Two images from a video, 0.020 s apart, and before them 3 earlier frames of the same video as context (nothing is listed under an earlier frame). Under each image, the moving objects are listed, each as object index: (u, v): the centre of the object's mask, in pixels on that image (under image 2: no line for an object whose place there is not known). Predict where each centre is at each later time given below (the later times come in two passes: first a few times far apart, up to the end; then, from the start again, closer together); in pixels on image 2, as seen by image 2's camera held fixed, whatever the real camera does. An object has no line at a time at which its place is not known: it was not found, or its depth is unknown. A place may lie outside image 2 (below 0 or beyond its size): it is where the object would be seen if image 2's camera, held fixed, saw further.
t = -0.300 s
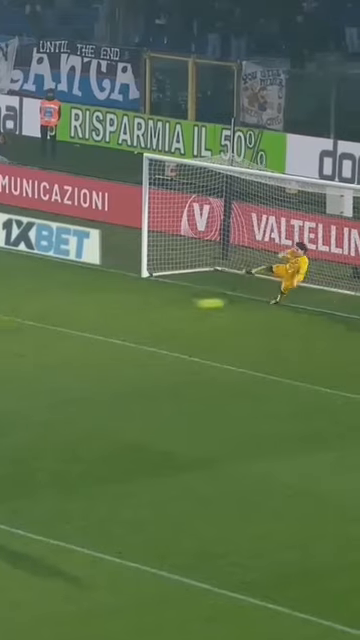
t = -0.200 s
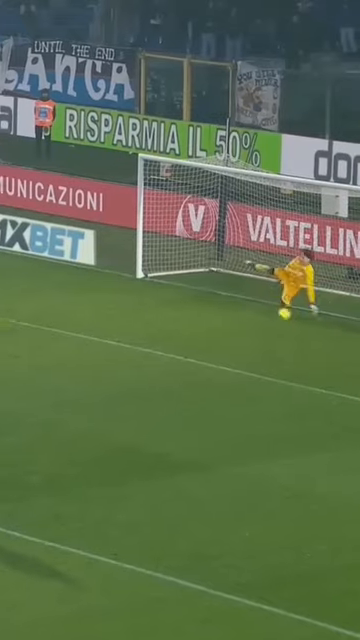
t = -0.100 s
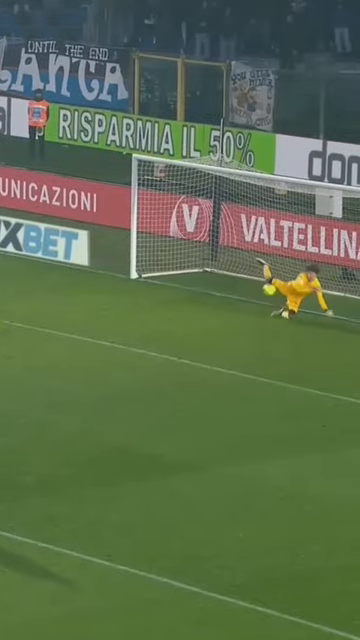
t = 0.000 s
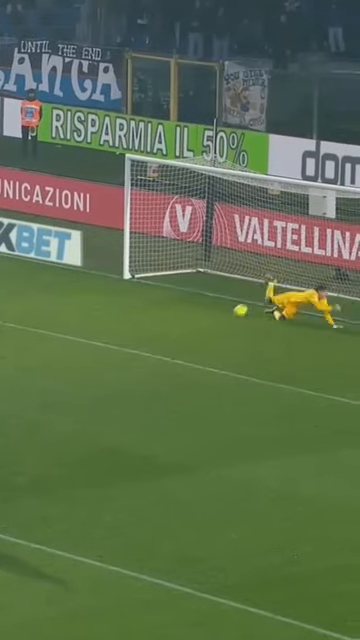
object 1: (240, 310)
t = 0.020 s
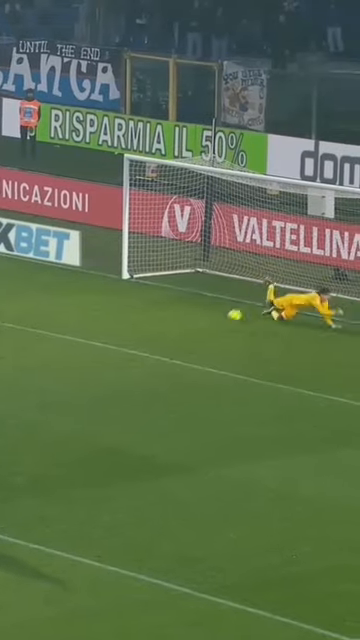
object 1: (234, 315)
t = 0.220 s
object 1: (207, 297)
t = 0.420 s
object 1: (179, 297)
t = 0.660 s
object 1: (145, 323)
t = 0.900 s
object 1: (126, 318)
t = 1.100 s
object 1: (112, 327)
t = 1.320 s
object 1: (101, 330)
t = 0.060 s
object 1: (229, 310)
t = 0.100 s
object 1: (223, 306)
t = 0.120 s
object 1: (221, 304)
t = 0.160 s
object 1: (215, 301)
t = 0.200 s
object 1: (210, 298)
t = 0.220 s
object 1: (207, 297)
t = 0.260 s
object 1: (201, 295)
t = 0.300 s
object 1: (196, 294)
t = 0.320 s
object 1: (193, 294)
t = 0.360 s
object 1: (187, 295)
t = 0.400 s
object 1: (182, 296)
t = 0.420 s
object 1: (179, 297)
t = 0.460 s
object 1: (173, 299)
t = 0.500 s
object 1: (168, 303)
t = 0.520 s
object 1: (165, 305)
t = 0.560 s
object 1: (159, 310)
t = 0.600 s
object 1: (154, 314)
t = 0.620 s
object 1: (151, 317)
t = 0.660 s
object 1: (145, 323)
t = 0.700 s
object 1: (141, 321)
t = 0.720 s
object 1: (140, 320)
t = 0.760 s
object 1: (137, 318)
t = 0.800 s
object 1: (134, 317)
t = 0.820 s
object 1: (132, 317)
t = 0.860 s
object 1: (130, 317)
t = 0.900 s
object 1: (126, 318)
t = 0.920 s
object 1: (124, 319)
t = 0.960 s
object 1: (122, 321)
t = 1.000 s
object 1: (118, 324)
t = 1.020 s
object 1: (117, 326)
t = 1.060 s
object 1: (114, 328)
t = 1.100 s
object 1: (112, 327)
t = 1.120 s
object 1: (111, 327)
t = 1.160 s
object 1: (109, 327)
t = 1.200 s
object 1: (107, 328)
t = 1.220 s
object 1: (106, 329)
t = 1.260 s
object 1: (104, 330)
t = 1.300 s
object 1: (102, 330)
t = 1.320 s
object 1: (101, 330)
